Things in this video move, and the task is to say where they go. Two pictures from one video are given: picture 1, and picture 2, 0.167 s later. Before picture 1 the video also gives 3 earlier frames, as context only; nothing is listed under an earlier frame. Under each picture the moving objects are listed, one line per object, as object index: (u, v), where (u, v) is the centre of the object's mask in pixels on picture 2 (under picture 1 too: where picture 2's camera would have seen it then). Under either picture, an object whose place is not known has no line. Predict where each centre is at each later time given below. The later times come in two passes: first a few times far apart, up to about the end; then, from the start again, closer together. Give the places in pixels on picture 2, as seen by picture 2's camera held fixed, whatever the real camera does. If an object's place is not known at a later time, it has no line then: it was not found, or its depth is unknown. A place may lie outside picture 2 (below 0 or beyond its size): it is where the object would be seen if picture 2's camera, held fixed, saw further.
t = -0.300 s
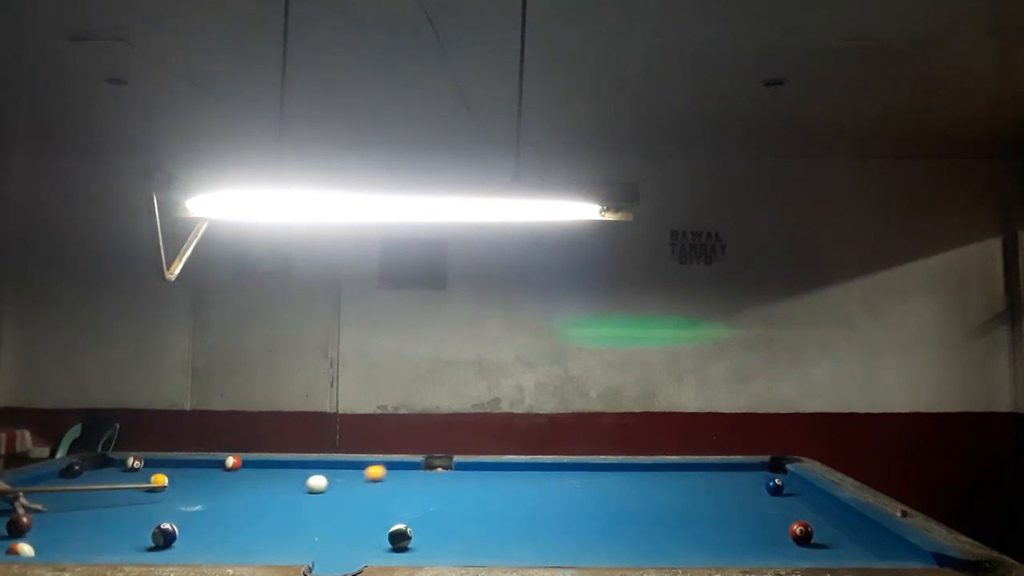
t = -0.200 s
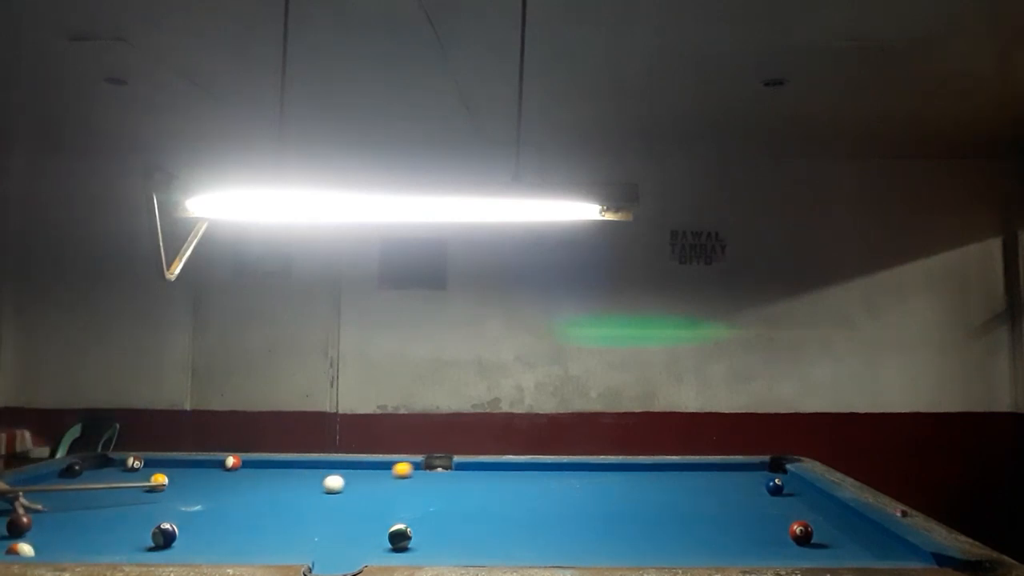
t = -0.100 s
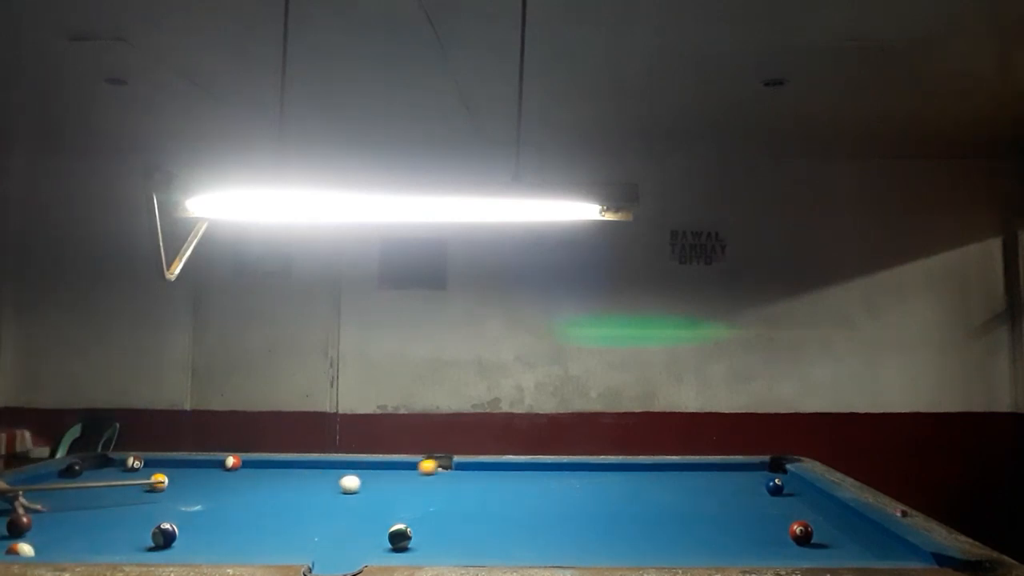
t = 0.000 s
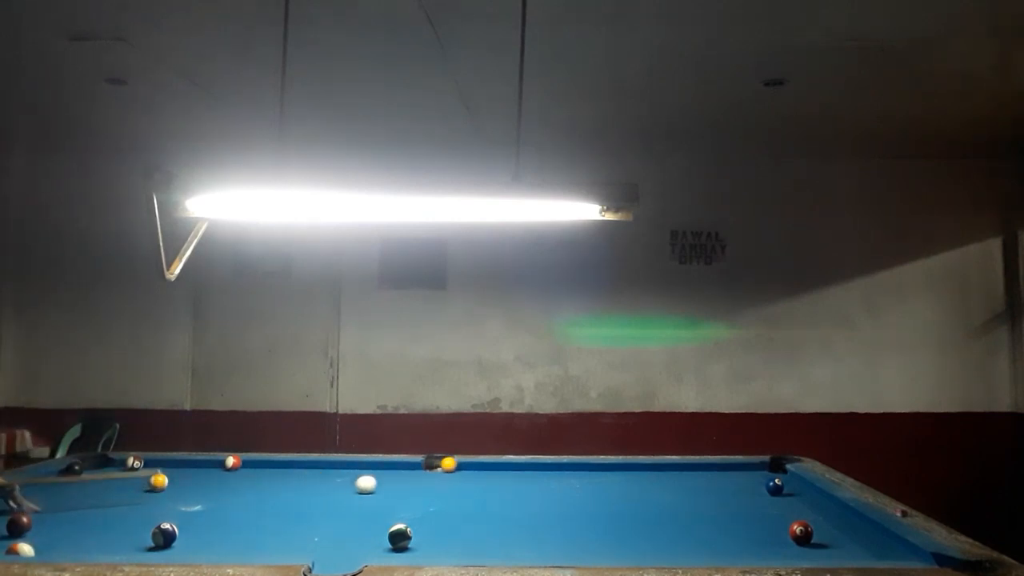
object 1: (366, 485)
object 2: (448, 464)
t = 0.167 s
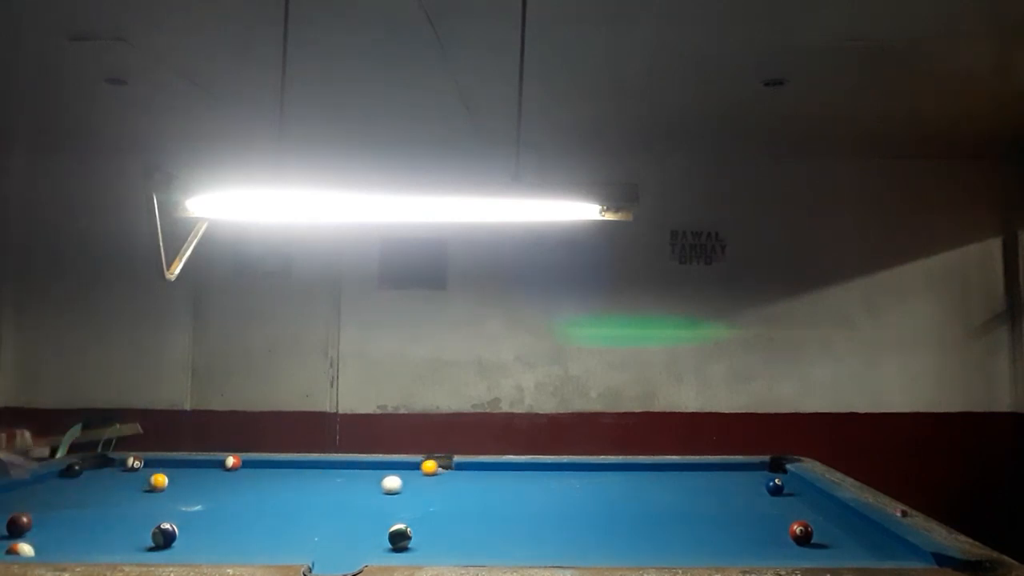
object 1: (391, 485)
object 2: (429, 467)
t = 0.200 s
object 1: (396, 485)
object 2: (425, 468)
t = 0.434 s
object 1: (430, 486)
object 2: (400, 472)
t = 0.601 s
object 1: (452, 486)
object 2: (382, 475)
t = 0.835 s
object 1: (482, 486)
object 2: (358, 479)
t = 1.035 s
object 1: (506, 486)
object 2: (337, 483)
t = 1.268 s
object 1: (531, 487)
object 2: (313, 487)
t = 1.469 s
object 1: (551, 487)
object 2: (293, 490)
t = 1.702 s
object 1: (572, 487)
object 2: (272, 494)
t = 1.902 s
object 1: (588, 488)
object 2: (254, 497)
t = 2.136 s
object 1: (604, 488)
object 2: (234, 500)
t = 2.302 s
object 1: (614, 488)
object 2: (221, 502)
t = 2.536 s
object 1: (627, 488)
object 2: (203, 505)
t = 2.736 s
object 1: (636, 489)
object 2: (190, 507)
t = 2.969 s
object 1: (644, 489)
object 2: (175, 510)
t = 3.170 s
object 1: (649, 489)
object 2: (165, 511)
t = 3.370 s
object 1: (653, 489)
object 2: (156, 512)
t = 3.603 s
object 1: (655, 489)
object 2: (147, 514)
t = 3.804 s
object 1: (654, 489)
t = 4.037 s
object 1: (654, 489)
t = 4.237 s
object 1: (654, 489)
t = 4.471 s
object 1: (654, 489)
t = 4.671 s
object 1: (654, 488)
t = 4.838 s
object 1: (655, 487)
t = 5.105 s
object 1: (651, 486)
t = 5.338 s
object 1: (653, 489)
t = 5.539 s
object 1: (651, 489)
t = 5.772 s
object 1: (651, 489)
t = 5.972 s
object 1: (651, 489)
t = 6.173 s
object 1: (651, 489)
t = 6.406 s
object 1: (651, 489)
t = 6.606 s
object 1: (651, 489)
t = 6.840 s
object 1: (651, 489)
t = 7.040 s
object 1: (651, 489)
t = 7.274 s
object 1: (651, 489)
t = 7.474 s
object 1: (651, 489)
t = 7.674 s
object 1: (650, 488)
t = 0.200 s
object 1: (396, 485)
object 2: (425, 468)
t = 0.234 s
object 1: (401, 485)
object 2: (422, 469)
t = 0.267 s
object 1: (406, 485)
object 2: (418, 469)
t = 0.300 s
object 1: (411, 485)
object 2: (415, 469)
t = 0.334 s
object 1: (416, 485)
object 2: (410, 470)
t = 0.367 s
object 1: (420, 486)
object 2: (407, 471)
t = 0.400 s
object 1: (425, 486)
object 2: (404, 472)
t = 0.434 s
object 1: (430, 486)
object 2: (400, 472)
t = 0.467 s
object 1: (434, 486)
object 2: (396, 473)
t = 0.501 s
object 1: (439, 486)
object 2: (393, 473)
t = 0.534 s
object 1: (443, 486)
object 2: (389, 474)
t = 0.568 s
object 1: (448, 486)
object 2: (386, 474)
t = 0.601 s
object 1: (452, 486)
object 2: (382, 475)
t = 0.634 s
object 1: (457, 486)
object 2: (378, 476)
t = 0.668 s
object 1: (461, 486)
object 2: (375, 476)
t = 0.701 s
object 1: (465, 486)
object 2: (372, 477)
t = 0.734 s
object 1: (469, 486)
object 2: (368, 477)
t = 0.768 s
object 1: (474, 486)
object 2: (364, 478)
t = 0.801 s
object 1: (478, 486)
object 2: (361, 479)
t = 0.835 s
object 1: (482, 486)
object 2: (358, 479)
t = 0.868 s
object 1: (486, 486)
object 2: (354, 480)
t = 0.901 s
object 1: (490, 486)
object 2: (350, 480)
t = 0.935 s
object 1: (494, 486)
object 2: (347, 481)
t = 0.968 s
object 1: (498, 486)
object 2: (344, 482)
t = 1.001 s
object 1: (502, 486)
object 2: (340, 482)
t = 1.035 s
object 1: (506, 486)
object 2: (337, 483)
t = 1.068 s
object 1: (510, 486)
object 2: (333, 483)
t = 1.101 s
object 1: (513, 486)
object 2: (330, 484)
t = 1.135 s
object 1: (517, 486)
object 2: (327, 484)
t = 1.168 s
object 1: (521, 486)
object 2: (323, 485)
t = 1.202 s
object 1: (524, 486)
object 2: (320, 485)
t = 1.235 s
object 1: (528, 487)
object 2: (316, 486)
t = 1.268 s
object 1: (531, 487)
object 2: (313, 487)
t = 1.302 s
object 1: (535, 487)
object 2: (310, 487)
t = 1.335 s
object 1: (538, 487)
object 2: (306, 488)
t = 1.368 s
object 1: (541, 487)
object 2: (303, 488)
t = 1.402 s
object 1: (545, 487)
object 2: (300, 489)
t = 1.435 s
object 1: (548, 487)
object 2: (297, 489)
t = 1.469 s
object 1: (551, 487)
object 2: (293, 490)
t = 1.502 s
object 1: (555, 487)
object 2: (290, 491)
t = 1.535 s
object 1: (557, 487)
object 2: (287, 491)
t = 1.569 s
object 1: (560, 487)
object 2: (284, 492)
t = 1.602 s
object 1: (564, 487)
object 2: (281, 492)
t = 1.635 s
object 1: (566, 487)
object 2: (278, 493)
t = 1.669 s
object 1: (569, 487)
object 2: (275, 493)
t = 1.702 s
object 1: (572, 487)
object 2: (272, 494)
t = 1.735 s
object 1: (575, 487)
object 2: (268, 494)
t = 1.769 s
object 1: (578, 487)
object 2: (266, 495)
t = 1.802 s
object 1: (580, 487)
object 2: (263, 495)
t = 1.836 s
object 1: (583, 487)
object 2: (259, 496)
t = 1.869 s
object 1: (585, 488)
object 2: (257, 496)
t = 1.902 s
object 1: (588, 488)
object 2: (254, 497)
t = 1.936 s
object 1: (590, 488)
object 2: (251, 497)
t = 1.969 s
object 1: (592, 488)
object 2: (248, 498)
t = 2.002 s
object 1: (595, 488)
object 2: (245, 498)
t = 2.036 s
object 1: (597, 488)
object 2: (242, 499)
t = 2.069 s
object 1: (599, 488)
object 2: (240, 499)
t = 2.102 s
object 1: (602, 488)
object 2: (237, 500)
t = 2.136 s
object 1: (604, 488)
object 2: (234, 500)
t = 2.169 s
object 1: (606, 488)
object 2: (231, 501)
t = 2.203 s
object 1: (608, 488)
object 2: (229, 501)
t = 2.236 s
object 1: (610, 488)
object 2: (226, 501)
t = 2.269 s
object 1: (612, 488)
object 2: (223, 502)
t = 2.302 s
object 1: (614, 488)
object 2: (221, 502)
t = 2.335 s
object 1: (616, 488)
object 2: (218, 503)
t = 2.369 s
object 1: (618, 488)
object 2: (216, 503)
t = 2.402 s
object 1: (620, 488)
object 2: (213, 504)
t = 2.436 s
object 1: (621, 488)
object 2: (211, 504)
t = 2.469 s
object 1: (624, 488)
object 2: (208, 504)
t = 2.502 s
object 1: (625, 488)
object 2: (206, 505)
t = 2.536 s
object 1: (627, 488)
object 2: (203, 505)
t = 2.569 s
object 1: (628, 488)
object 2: (201, 506)
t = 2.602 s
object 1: (630, 488)
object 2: (199, 506)
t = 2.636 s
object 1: (631, 488)
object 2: (196, 506)
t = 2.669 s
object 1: (633, 489)
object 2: (194, 507)
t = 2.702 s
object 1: (634, 489)
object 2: (192, 507)
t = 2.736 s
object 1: (636, 489)
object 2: (190, 507)
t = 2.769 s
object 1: (637, 488)
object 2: (187, 508)
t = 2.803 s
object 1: (638, 489)
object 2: (185, 508)
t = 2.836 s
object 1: (639, 489)
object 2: (183, 508)
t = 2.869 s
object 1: (641, 489)
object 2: (181, 509)
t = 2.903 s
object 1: (642, 489)
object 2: (179, 509)
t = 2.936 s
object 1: (643, 489)
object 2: (177, 509)
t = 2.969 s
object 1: (644, 489)
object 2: (175, 510)
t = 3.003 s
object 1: (645, 489)
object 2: (174, 510)
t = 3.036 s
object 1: (646, 489)
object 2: (172, 510)
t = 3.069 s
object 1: (647, 489)
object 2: (170, 510)
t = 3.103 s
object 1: (647, 489)
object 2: (168, 511)
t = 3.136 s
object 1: (648, 489)
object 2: (166, 511)
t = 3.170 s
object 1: (649, 489)
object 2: (165, 511)
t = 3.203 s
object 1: (650, 489)
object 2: (163, 511)
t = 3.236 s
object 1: (650, 489)
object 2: (162, 511)
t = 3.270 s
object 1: (651, 489)
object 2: (160, 512)
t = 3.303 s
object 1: (651, 489)
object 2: (159, 512)
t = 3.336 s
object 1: (652, 489)
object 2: (157, 512)
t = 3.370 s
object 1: (653, 489)
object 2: (156, 512)
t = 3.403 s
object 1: (653, 489)
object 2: (154, 513)
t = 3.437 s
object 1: (654, 489)
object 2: (153, 513)
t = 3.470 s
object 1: (654, 489)
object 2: (152, 513)
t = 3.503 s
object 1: (654, 489)
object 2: (151, 513)
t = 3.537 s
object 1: (654, 489)
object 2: (149, 513)
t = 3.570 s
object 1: (655, 489)
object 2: (148, 513)
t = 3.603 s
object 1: (655, 489)
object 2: (147, 514)
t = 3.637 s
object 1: (655, 489)
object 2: (146, 514)
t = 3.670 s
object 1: (655, 489)
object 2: (145, 514)
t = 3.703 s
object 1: (655, 489)
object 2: (144, 514)
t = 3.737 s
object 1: (655, 489)
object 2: (144, 514)
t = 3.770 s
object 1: (655, 489)
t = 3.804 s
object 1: (654, 489)
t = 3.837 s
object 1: (654, 489)
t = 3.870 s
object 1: (654, 489)
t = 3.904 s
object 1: (654, 489)
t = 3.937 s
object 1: (654, 489)
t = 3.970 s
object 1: (654, 489)
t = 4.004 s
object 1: (654, 489)
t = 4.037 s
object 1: (654, 489)
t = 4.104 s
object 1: (655, 489)
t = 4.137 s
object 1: (655, 489)
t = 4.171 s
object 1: (654, 489)
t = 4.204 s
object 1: (654, 489)
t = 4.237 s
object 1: (654, 489)
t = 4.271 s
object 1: (654, 489)
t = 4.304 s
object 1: (654, 489)
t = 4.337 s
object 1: (654, 489)
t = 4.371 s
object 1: (654, 489)
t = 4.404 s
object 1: (654, 489)
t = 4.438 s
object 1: (654, 489)
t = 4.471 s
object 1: (654, 489)
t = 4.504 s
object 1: (654, 489)
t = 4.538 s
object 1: (654, 489)
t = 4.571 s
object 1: (654, 488)
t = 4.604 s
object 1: (654, 489)
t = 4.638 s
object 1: (654, 488)
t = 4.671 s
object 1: (654, 488)
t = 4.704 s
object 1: (654, 488)
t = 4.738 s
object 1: (654, 489)
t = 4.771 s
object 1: (654, 488)
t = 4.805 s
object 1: (654, 488)
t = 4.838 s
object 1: (655, 487)
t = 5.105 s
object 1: (651, 486)
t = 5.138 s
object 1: (653, 489)
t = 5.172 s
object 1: (654, 489)
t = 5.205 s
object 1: (653, 489)
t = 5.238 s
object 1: (653, 489)
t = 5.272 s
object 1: (653, 489)
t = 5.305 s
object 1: (653, 489)
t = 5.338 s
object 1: (653, 489)
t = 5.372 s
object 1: (653, 489)
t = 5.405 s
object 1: (652, 489)
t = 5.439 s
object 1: (652, 489)
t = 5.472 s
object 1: (652, 489)
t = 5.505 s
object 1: (651, 489)
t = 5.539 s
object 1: (651, 489)
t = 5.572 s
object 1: (651, 489)
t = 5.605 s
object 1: (651, 489)
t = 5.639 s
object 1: (651, 489)
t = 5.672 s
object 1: (651, 489)
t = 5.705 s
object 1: (651, 489)
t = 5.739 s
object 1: (651, 489)
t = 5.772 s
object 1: (651, 489)
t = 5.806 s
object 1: (651, 489)
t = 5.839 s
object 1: (651, 489)
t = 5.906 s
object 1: (651, 489)
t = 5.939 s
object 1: (651, 489)
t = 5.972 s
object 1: (651, 489)
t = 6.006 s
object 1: (651, 489)
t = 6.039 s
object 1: (651, 489)
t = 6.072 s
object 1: (651, 489)
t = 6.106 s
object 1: (651, 489)
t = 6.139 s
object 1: (651, 489)
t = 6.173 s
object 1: (651, 489)
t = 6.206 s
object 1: (651, 489)
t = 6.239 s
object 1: (651, 489)
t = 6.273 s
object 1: (651, 489)
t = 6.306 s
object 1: (651, 489)
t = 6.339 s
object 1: (651, 489)
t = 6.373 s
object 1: (651, 489)
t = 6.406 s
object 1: (651, 489)
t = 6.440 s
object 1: (651, 489)
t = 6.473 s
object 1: (651, 489)
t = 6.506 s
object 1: (651, 489)
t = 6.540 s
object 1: (651, 489)
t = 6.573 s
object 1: (651, 489)
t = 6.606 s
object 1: (651, 489)
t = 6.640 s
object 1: (651, 489)
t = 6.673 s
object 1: (651, 489)
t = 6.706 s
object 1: (651, 489)
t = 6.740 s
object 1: (651, 489)
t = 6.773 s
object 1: (651, 489)
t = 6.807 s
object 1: (651, 489)
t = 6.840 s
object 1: (651, 489)
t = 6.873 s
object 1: (651, 489)
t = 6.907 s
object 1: (651, 489)
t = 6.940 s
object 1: (651, 489)
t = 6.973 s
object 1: (651, 489)
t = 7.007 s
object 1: (651, 489)
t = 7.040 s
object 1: (651, 489)
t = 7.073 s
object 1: (651, 488)
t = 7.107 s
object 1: (651, 489)
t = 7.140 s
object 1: (651, 489)
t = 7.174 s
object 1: (651, 489)
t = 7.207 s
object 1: (651, 489)
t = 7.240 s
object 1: (651, 489)
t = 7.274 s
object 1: (651, 489)
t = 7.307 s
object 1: (651, 488)
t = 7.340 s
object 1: (651, 489)
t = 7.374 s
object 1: (651, 488)
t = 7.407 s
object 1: (651, 488)
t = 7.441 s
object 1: (651, 489)
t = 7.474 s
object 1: (651, 489)
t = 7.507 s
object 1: (651, 488)
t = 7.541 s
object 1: (651, 488)
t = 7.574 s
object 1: (651, 488)
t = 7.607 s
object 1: (651, 488)
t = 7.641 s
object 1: (651, 489)
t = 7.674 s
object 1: (650, 488)
